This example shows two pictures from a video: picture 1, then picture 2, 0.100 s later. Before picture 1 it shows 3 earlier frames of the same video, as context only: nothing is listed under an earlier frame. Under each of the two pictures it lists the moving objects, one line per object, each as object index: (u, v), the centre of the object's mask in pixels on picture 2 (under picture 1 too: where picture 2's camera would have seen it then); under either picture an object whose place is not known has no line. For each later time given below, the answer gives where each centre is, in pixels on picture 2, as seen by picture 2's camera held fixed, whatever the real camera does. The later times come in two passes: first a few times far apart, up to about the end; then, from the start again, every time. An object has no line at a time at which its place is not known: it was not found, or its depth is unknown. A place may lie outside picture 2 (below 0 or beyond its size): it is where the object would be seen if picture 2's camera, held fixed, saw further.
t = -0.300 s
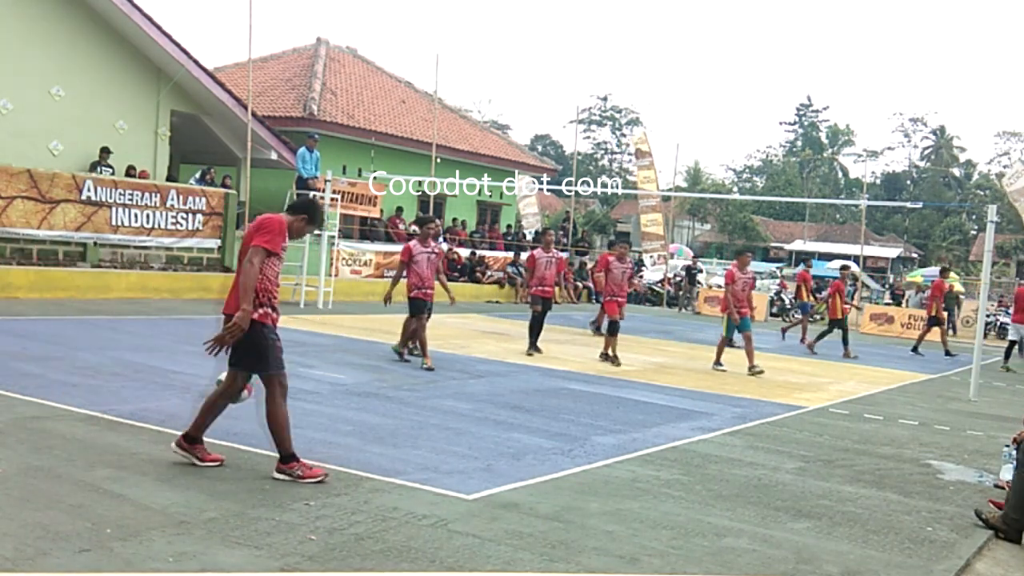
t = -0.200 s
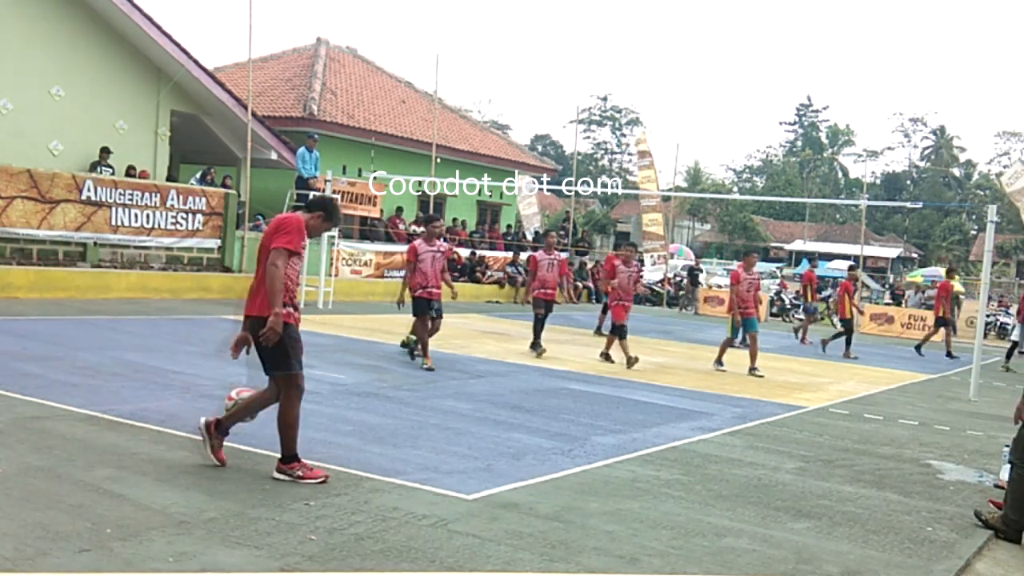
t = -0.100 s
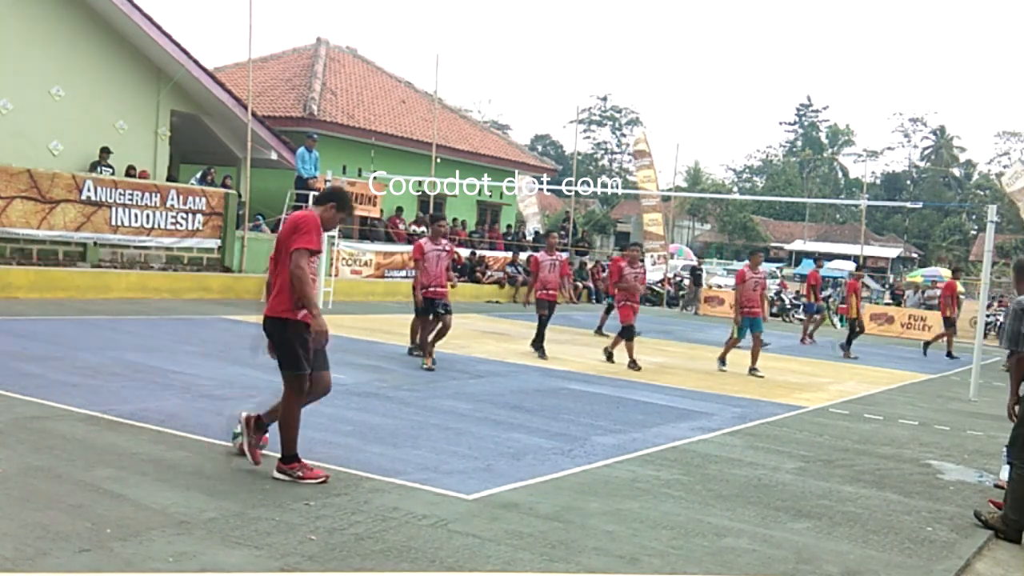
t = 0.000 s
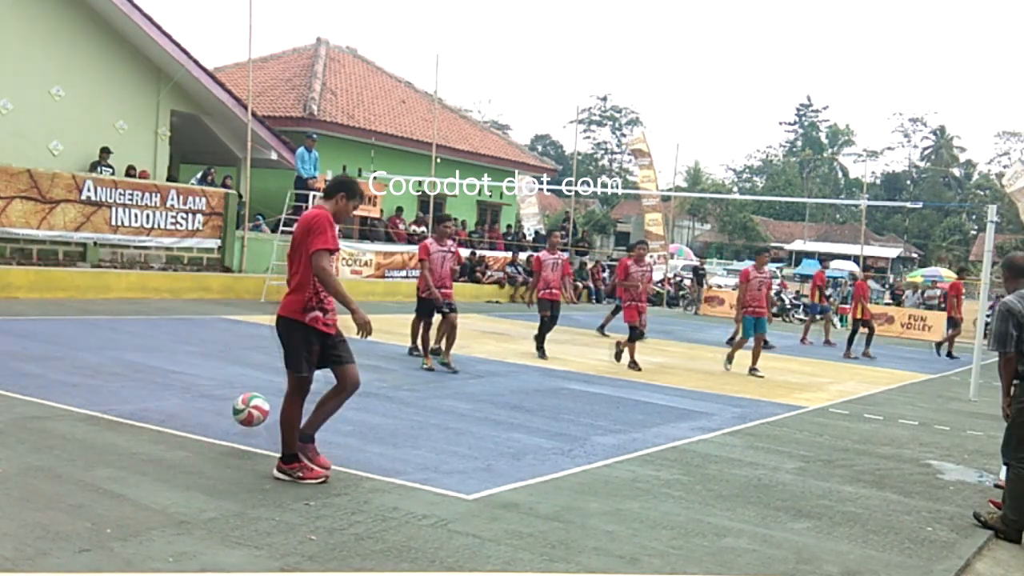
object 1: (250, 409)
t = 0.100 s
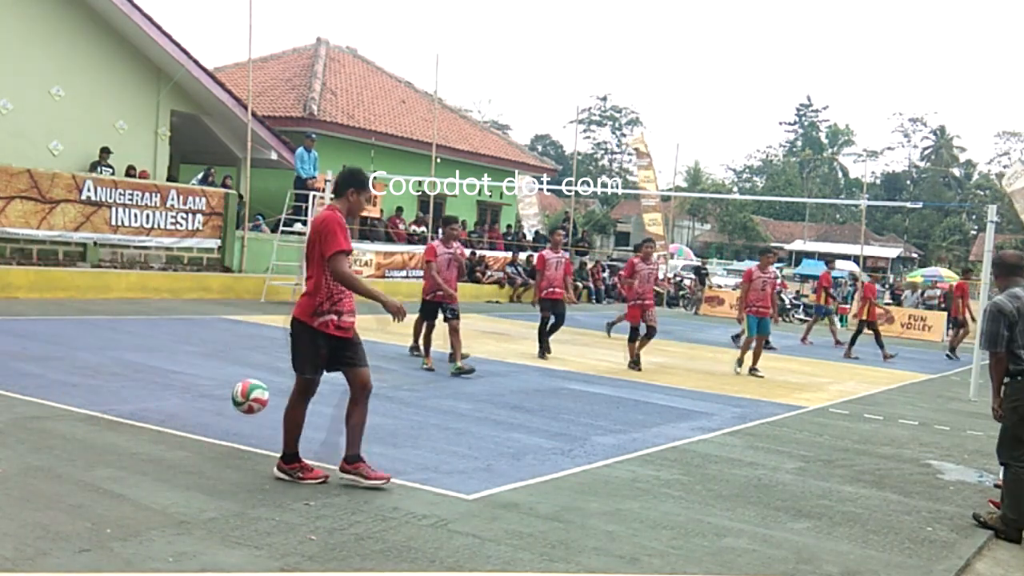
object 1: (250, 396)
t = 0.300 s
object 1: (246, 417)
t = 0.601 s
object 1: (242, 410)
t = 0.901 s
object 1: (236, 428)
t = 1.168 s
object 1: (229, 442)
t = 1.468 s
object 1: (218, 441)
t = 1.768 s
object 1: (205, 448)
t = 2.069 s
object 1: (191, 459)
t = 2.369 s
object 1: (176, 459)
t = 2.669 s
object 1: (159, 464)
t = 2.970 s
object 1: (144, 467)
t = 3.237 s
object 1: (128, 471)
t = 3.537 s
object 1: (108, 472)
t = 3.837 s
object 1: (88, 475)
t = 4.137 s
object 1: (68, 476)
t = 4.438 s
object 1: (44, 478)
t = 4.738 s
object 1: (23, 479)
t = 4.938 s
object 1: (15, 479)
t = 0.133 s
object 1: (250, 396)
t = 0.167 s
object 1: (249, 396)
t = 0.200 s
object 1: (248, 399)
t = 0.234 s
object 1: (247, 402)
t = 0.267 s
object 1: (247, 406)
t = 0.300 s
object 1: (246, 417)
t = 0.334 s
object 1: (245, 425)
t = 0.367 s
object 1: (244, 432)
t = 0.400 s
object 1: (242, 438)
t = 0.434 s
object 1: (243, 431)
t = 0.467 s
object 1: (243, 424)
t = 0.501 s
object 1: (243, 416)
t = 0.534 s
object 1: (243, 413)
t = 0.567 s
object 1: (243, 410)
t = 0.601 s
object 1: (242, 410)
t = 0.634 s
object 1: (242, 411)
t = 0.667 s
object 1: (241, 415)
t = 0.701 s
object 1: (240, 419)
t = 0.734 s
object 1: (240, 424)
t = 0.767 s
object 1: (239, 430)
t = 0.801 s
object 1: (237, 445)
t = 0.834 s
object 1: (237, 441)
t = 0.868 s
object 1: (236, 433)
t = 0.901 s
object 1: (236, 428)
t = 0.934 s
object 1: (235, 424)
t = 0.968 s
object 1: (235, 422)
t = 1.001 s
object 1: (234, 421)
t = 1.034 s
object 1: (233, 422)
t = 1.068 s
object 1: (233, 424)
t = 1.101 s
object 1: (231, 430)
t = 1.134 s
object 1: (230, 436)
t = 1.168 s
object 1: (229, 442)
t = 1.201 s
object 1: (227, 449)
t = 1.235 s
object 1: (226, 444)
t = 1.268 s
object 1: (226, 439)
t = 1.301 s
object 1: (224, 433)
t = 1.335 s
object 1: (222, 432)
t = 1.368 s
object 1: (222, 431)
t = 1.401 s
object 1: (220, 434)
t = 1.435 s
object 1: (219, 437)
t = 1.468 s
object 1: (218, 441)
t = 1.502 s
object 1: (215, 452)
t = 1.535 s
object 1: (214, 451)
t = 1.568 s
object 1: (213, 449)
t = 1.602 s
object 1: (211, 442)
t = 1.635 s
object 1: (210, 441)
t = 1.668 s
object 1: (209, 440)
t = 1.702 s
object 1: (207, 441)
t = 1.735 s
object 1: (206, 444)
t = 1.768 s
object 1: (205, 448)
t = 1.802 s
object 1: (202, 458)
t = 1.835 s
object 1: (201, 455)
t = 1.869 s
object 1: (200, 453)
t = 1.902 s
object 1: (198, 448)
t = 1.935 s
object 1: (197, 447)
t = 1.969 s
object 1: (196, 447)
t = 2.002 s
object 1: (194, 450)
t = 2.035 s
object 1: (193, 455)
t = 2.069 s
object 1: (191, 459)
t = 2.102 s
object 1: (189, 458)
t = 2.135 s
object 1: (188, 456)
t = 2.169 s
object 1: (186, 453)
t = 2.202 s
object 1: (184, 453)
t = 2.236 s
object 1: (182, 456)
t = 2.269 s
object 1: (181, 457)
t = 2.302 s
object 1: (178, 465)
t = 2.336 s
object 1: (177, 462)
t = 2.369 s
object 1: (176, 459)
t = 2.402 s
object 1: (173, 457)
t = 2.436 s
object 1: (172, 458)
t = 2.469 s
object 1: (170, 460)
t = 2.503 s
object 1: (167, 467)
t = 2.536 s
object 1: (166, 464)
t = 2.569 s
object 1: (165, 461)
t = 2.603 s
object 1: (163, 460)
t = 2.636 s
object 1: (161, 462)
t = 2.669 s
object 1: (159, 464)
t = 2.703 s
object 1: (157, 466)
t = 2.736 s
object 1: (156, 465)
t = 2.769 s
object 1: (154, 463)
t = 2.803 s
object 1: (152, 464)
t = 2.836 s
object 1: (150, 467)
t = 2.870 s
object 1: (149, 469)
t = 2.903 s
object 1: (146, 466)
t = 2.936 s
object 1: (145, 466)
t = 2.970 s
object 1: (144, 467)
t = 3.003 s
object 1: (141, 470)
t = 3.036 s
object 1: (139, 469)
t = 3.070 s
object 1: (138, 467)
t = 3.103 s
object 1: (135, 469)
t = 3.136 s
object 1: (134, 469)
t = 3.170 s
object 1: (132, 470)
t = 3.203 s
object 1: (129, 469)
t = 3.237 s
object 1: (128, 471)
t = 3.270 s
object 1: (126, 472)
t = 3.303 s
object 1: (123, 470)
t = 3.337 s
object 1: (121, 471)
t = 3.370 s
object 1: (119, 472)
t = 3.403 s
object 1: (116, 471)
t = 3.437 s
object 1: (115, 471)
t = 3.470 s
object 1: (113, 472)
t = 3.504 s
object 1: (110, 472)
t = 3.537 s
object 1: (108, 472)
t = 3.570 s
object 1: (107, 473)
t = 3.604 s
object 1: (104, 474)
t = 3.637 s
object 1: (102, 474)
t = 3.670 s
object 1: (100, 474)
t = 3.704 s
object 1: (97, 474)
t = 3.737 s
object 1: (95, 474)
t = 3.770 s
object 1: (93, 475)
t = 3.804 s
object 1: (90, 475)
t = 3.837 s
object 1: (88, 475)
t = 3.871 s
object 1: (86, 475)
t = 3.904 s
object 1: (83, 475)
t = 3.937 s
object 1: (82, 476)
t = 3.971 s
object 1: (80, 476)
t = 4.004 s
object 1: (77, 476)
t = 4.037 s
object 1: (75, 476)
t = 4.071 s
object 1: (73, 476)
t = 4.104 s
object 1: (70, 476)
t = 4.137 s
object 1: (68, 476)
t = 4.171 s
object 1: (65, 476)
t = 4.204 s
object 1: (62, 477)
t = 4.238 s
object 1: (60, 477)
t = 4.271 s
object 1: (58, 477)
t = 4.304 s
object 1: (55, 477)
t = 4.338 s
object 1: (52, 477)
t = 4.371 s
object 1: (50, 477)
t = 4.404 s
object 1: (47, 478)
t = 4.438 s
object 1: (44, 478)
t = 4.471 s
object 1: (43, 478)
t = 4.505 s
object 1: (39, 478)
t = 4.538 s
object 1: (37, 478)
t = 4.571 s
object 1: (35, 478)
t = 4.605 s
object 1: (31, 478)
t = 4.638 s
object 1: (28, 479)
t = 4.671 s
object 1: (27, 479)
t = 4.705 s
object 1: (24, 479)
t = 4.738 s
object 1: (23, 479)
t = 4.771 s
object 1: (21, 479)
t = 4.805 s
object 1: (19, 479)
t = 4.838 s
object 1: (18, 479)
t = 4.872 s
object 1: (16, 479)
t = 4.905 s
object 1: (15, 479)
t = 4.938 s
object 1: (15, 479)
